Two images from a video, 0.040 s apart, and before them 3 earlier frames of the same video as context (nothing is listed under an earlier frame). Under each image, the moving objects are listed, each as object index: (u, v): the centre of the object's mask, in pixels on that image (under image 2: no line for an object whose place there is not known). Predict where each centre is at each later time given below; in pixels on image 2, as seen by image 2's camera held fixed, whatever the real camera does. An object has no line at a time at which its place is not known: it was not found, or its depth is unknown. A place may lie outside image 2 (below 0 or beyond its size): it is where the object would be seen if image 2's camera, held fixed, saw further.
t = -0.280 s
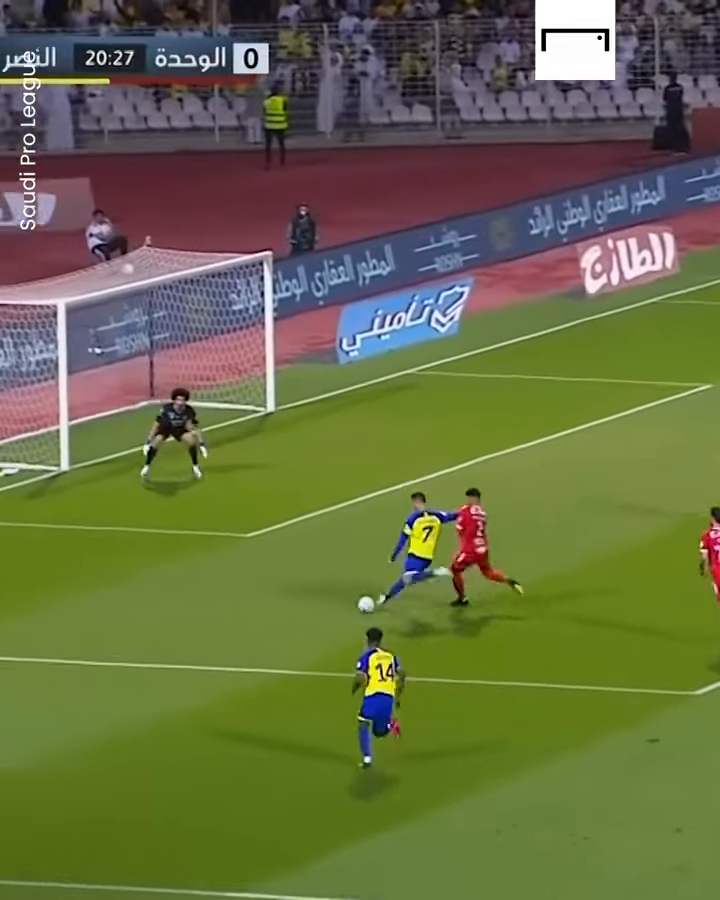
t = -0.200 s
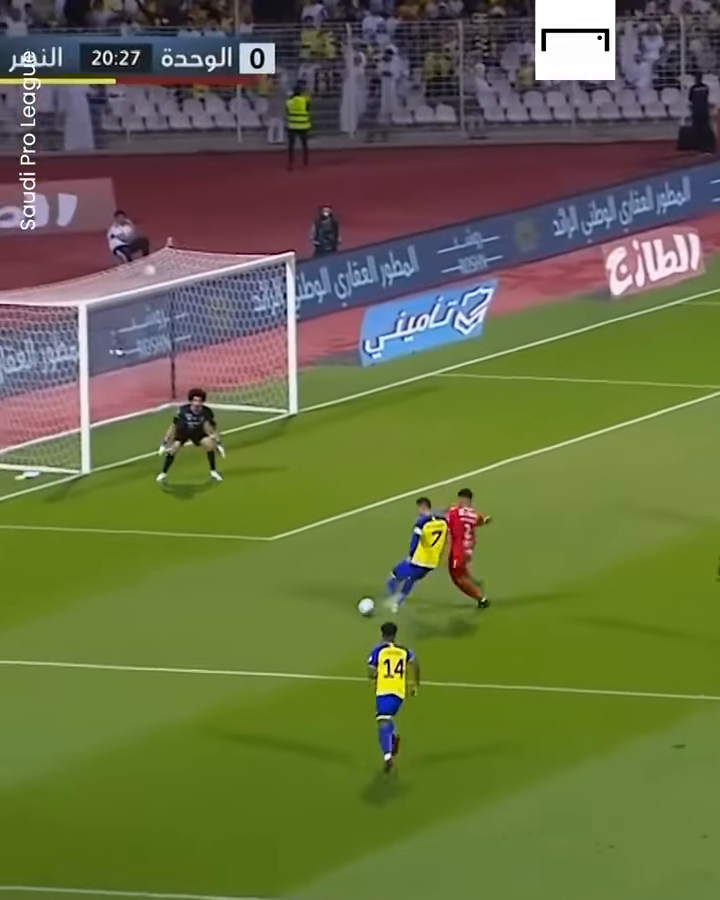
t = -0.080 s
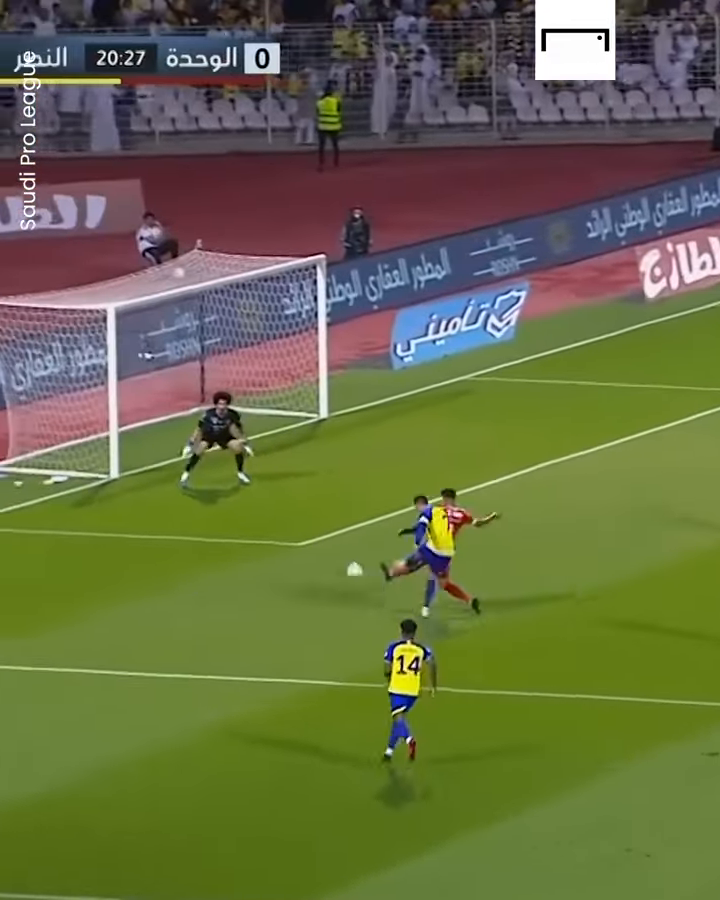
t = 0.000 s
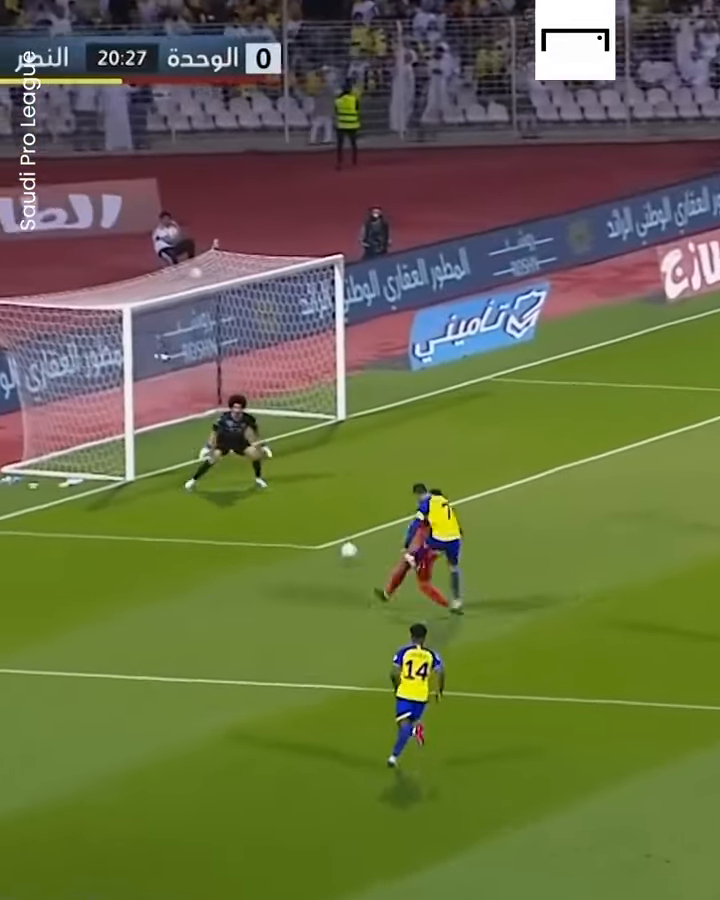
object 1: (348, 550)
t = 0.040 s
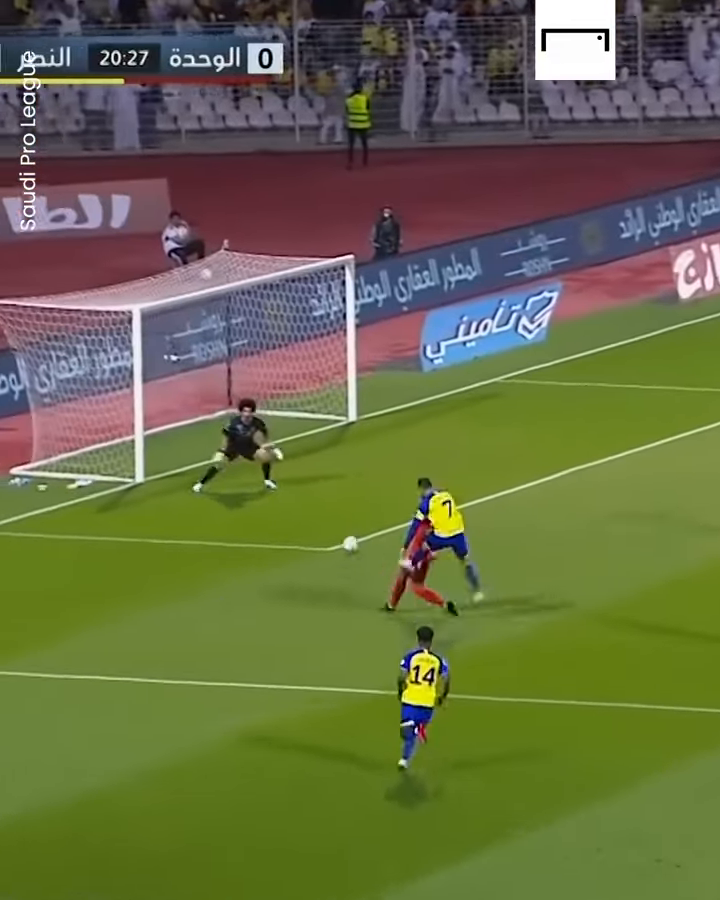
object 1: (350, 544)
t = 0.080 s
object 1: (342, 532)
